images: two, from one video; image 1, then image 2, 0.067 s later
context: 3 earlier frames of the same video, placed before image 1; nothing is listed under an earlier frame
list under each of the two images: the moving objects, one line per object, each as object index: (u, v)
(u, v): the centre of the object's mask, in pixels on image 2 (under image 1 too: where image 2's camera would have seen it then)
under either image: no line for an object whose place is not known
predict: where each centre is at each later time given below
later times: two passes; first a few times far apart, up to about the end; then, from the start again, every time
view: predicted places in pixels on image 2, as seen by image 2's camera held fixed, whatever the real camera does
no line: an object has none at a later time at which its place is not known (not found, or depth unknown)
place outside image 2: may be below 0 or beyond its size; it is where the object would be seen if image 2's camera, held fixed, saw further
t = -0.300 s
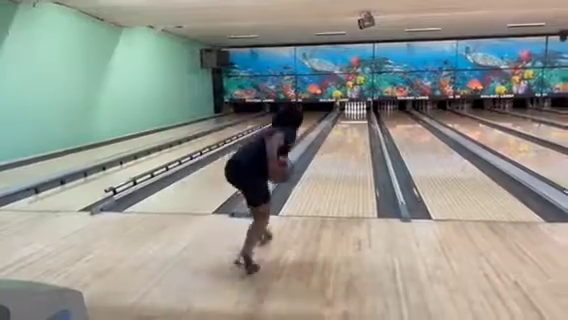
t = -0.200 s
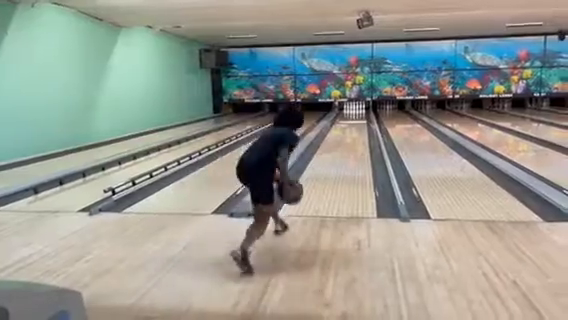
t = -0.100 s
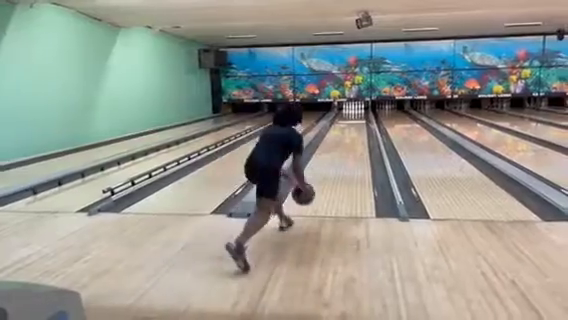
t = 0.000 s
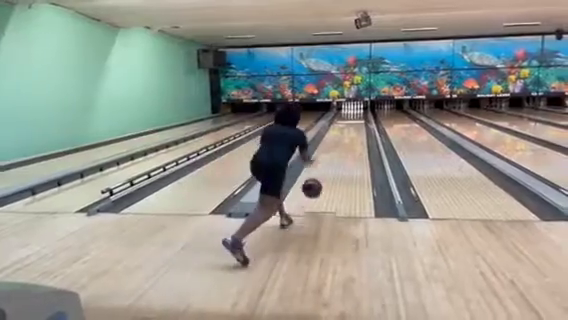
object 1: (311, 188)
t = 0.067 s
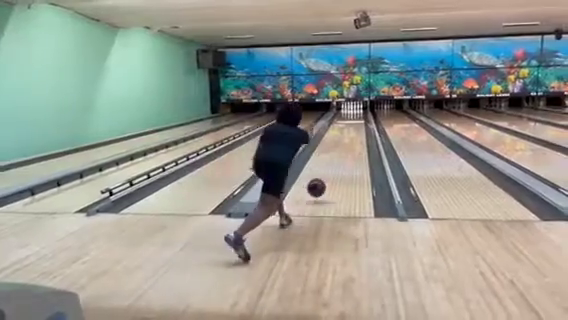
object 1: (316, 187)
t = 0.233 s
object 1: (325, 176)
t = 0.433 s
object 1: (332, 161)
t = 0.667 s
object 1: (338, 148)
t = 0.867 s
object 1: (341, 140)
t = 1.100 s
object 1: (344, 133)
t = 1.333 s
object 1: (346, 127)
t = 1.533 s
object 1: (347, 124)
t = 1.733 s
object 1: (348, 120)
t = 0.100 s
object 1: (318, 189)
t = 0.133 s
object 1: (320, 185)
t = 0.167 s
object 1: (321, 181)
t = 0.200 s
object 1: (323, 178)
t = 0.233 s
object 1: (325, 176)
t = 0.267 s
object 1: (326, 173)
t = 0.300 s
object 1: (327, 170)
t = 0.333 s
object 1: (328, 167)
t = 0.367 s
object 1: (330, 165)
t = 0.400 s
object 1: (331, 163)
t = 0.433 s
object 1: (332, 161)
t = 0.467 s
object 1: (333, 158)
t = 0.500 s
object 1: (333, 156)
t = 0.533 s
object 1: (337, 154)
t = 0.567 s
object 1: (337, 152)
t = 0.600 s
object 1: (338, 151)
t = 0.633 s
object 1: (338, 149)
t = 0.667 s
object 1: (338, 148)
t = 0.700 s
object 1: (339, 147)
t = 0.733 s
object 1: (339, 145)
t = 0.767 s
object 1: (339, 144)
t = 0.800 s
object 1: (340, 143)
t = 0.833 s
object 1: (340, 141)
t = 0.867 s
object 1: (341, 140)
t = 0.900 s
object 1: (341, 139)
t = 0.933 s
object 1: (342, 138)
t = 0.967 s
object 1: (342, 137)
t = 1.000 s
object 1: (343, 136)
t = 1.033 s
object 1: (343, 135)
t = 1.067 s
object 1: (344, 134)
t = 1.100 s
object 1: (344, 133)
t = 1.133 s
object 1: (344, 132)
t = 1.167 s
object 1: (344, 131)
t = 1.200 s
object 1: (344, 131)
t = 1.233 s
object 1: (345, 130)
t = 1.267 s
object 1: (345, 129)
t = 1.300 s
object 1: (345, 129)
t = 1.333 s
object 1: (346, 127)
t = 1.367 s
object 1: (346, 127)
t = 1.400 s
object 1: (346, 126)
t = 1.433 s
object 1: (347, 126)
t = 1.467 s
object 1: (347, 125)
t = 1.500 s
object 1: (347, 124)
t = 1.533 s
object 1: (347, 124)
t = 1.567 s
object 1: (347, 124)
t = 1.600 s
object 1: (347, 123)
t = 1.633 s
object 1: (348, 123)
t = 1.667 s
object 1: (348, 122)
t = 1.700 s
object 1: (349, 120)
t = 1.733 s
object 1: (348, 120)
